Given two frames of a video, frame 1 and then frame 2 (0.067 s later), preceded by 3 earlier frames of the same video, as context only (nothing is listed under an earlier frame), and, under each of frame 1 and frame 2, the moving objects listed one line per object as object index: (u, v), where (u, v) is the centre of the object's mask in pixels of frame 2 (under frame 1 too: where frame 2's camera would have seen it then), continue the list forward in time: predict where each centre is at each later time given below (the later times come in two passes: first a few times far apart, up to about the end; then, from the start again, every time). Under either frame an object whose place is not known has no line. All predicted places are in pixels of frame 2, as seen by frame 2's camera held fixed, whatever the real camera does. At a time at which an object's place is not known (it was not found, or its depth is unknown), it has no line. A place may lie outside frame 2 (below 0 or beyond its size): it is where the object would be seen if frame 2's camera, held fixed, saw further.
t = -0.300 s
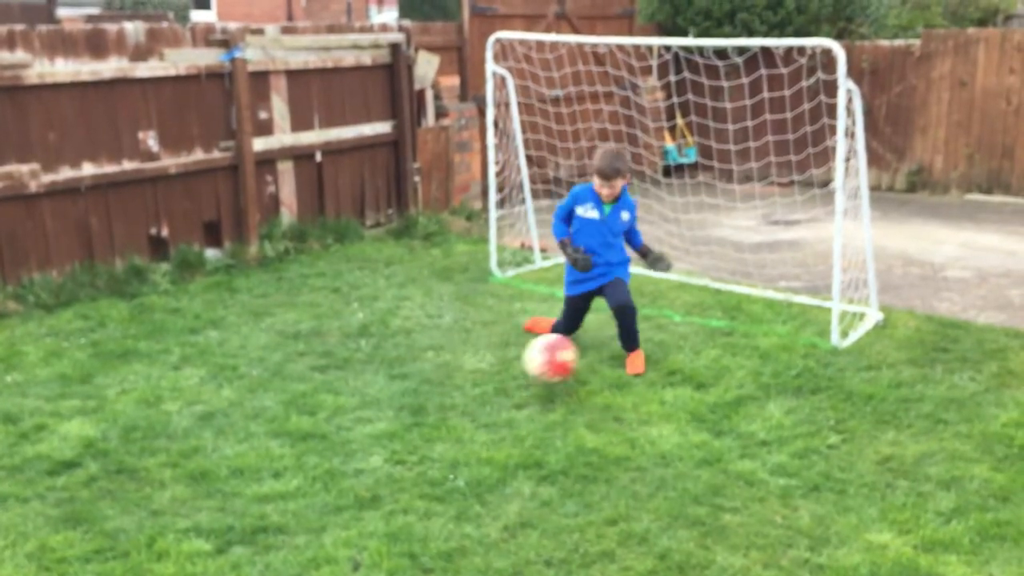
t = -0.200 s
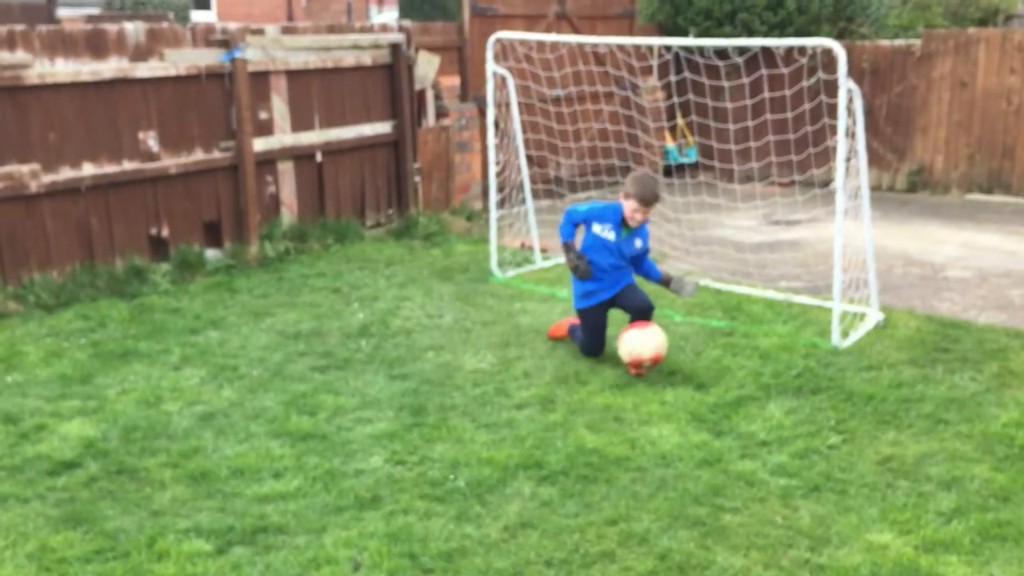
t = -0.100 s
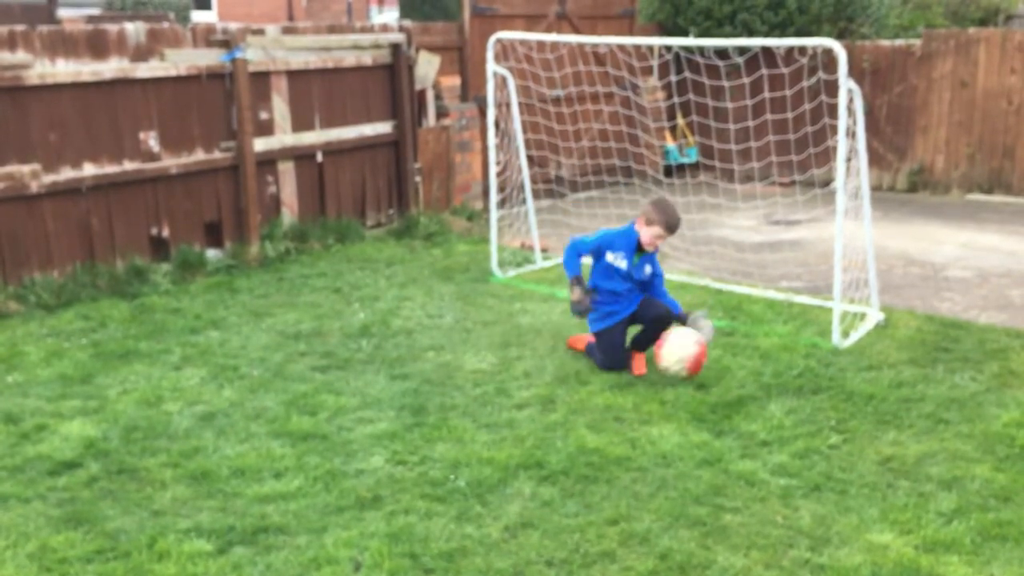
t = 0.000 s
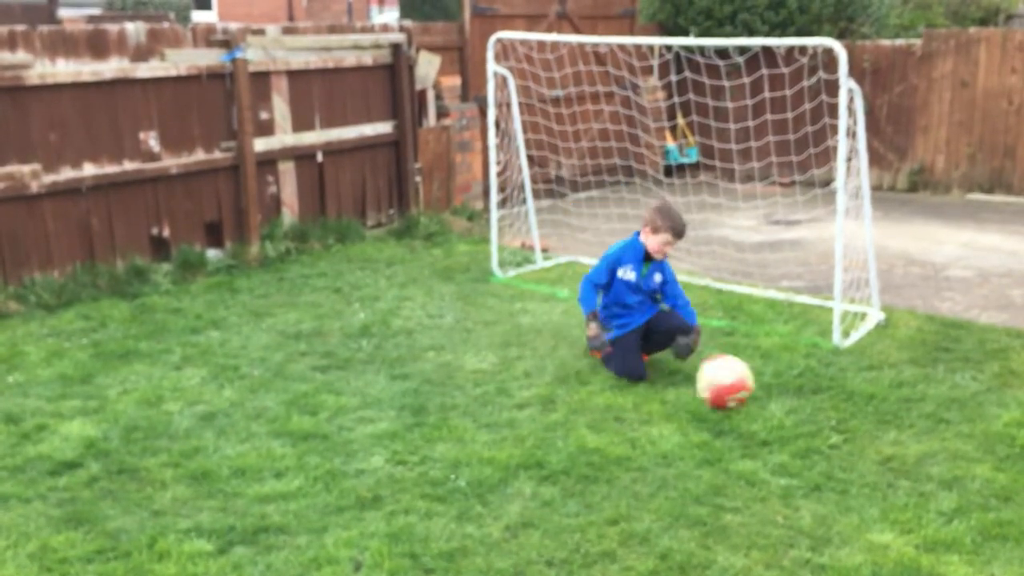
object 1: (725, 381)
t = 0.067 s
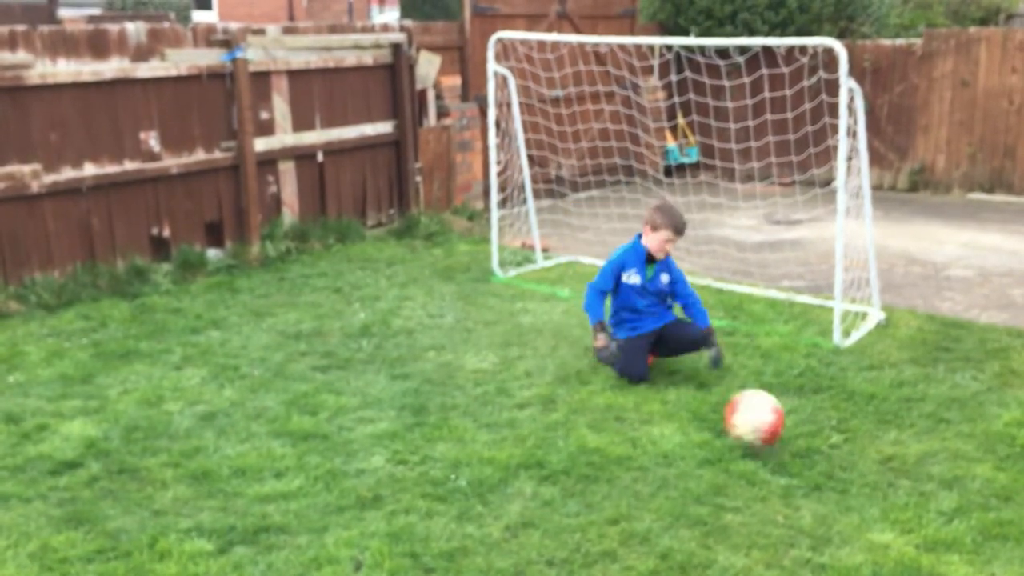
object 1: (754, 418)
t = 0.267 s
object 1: (865, 455)
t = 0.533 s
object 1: (1001, 493)
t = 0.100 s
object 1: (771, 441)
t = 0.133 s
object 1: (789, 447)
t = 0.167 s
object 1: (809, 445)
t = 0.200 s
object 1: (827, 445)
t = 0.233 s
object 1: (846, 449)
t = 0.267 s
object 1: (865, 455)
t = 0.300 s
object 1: (884, 465)
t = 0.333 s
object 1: (904, 475)
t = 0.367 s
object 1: (924, 479)
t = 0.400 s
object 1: (943, 479)
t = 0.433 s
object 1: (962, 481)
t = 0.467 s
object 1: (980, 485)
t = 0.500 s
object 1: (992, 490)
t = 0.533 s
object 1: (1001, 493)
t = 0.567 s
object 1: (1008, 491)
